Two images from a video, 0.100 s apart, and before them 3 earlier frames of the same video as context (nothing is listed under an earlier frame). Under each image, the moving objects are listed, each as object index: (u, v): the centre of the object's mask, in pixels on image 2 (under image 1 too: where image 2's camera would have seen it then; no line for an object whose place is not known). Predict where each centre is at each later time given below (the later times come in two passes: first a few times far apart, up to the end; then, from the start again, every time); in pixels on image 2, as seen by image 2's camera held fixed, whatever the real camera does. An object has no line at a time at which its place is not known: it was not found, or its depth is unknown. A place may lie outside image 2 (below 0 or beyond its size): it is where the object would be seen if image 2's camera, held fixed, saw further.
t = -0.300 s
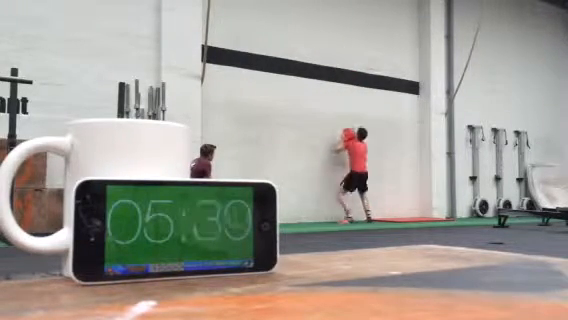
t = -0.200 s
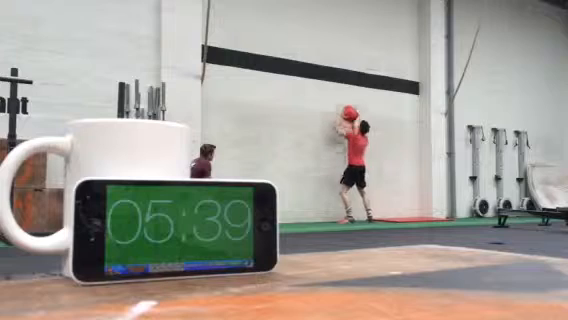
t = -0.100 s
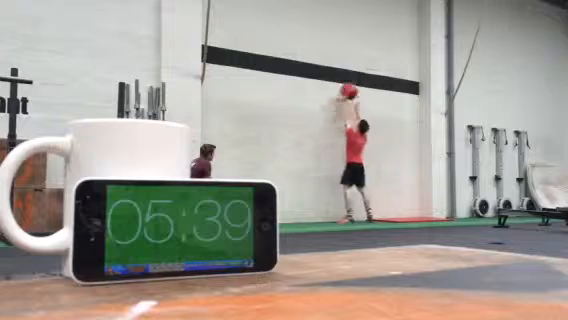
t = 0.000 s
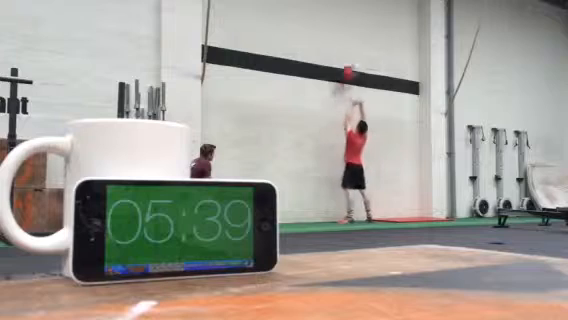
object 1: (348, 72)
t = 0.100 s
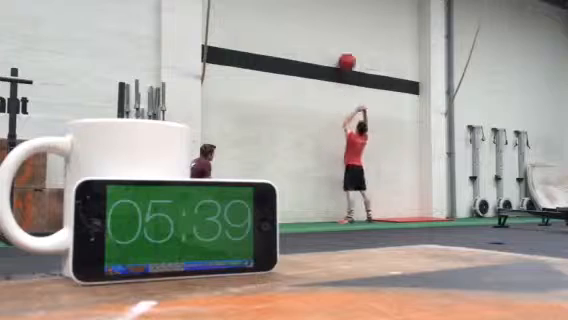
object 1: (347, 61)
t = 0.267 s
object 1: (345, 52)
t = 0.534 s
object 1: (346, 61)
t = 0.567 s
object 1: (345, 65)
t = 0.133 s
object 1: (346, 58)
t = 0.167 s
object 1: (345, 56)
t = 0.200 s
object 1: (345, 54)
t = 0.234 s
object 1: (345, 52)
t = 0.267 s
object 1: (345, 52)
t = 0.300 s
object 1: (345, 52)
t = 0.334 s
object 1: (345, 52)
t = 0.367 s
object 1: (345, 52)
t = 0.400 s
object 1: (345, 53)
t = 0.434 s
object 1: (345, 55)
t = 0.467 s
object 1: (346, 56)
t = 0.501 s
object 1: (346, 59)
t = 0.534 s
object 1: (346, 61)
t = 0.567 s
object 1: (345, 65)
